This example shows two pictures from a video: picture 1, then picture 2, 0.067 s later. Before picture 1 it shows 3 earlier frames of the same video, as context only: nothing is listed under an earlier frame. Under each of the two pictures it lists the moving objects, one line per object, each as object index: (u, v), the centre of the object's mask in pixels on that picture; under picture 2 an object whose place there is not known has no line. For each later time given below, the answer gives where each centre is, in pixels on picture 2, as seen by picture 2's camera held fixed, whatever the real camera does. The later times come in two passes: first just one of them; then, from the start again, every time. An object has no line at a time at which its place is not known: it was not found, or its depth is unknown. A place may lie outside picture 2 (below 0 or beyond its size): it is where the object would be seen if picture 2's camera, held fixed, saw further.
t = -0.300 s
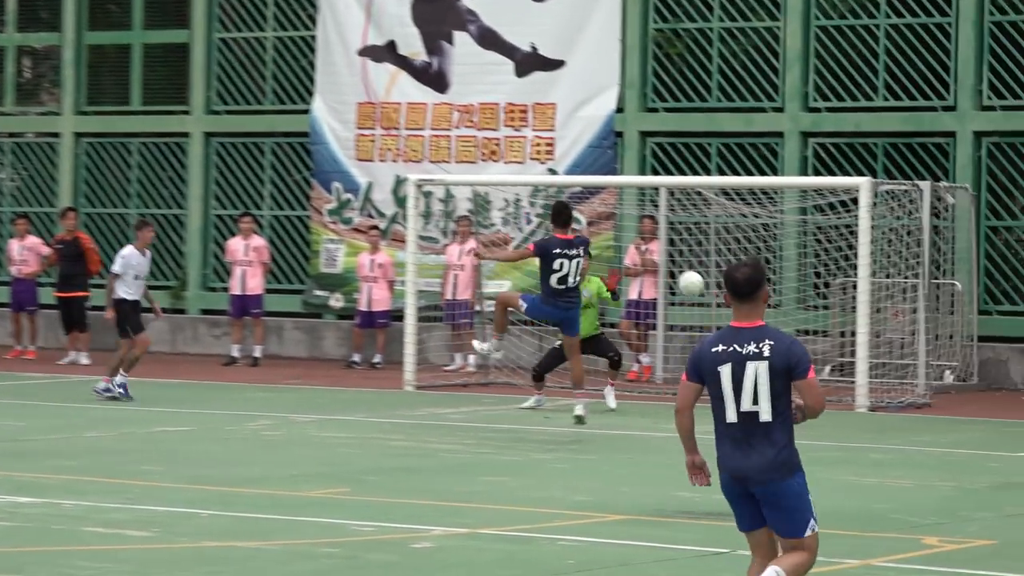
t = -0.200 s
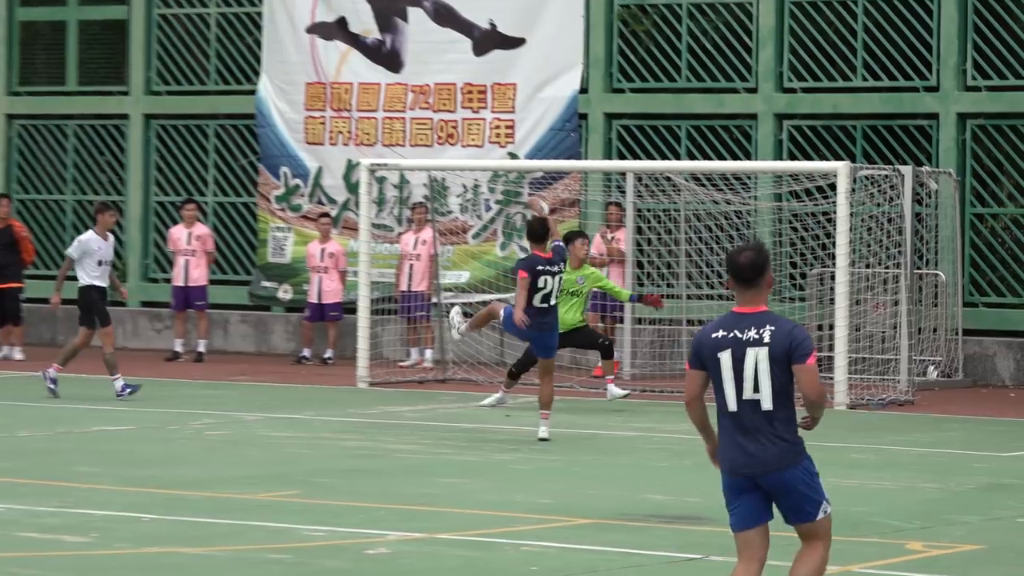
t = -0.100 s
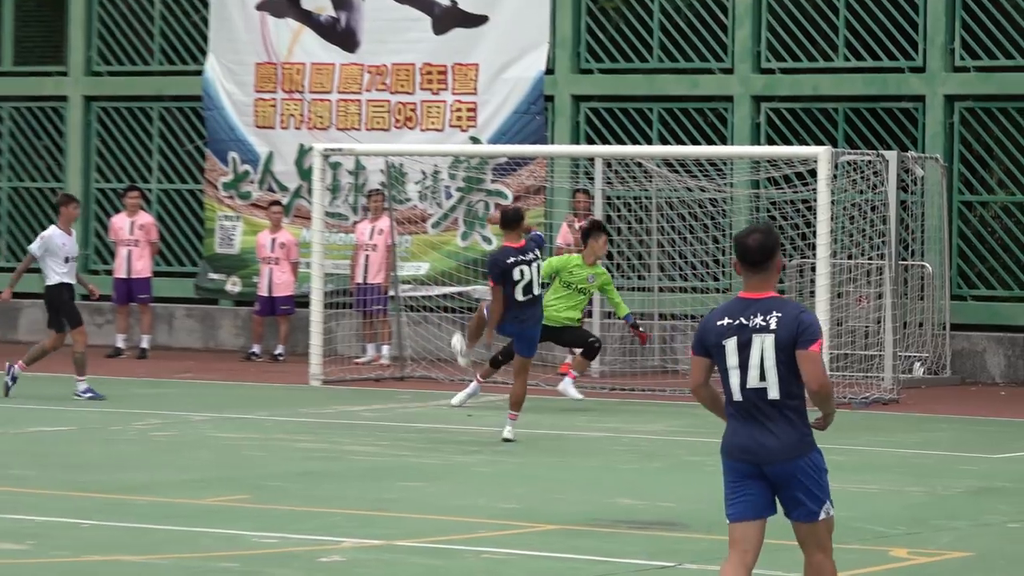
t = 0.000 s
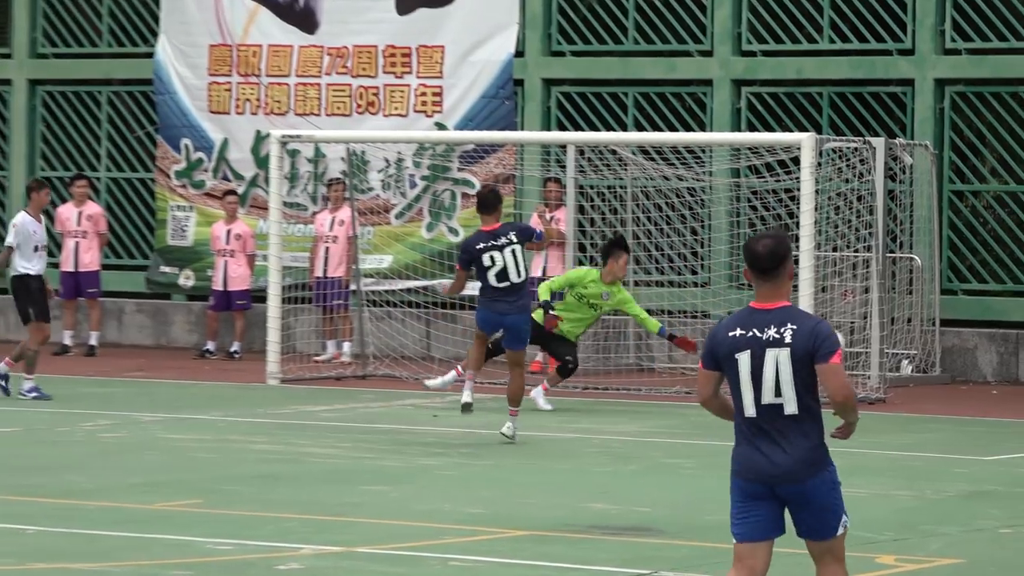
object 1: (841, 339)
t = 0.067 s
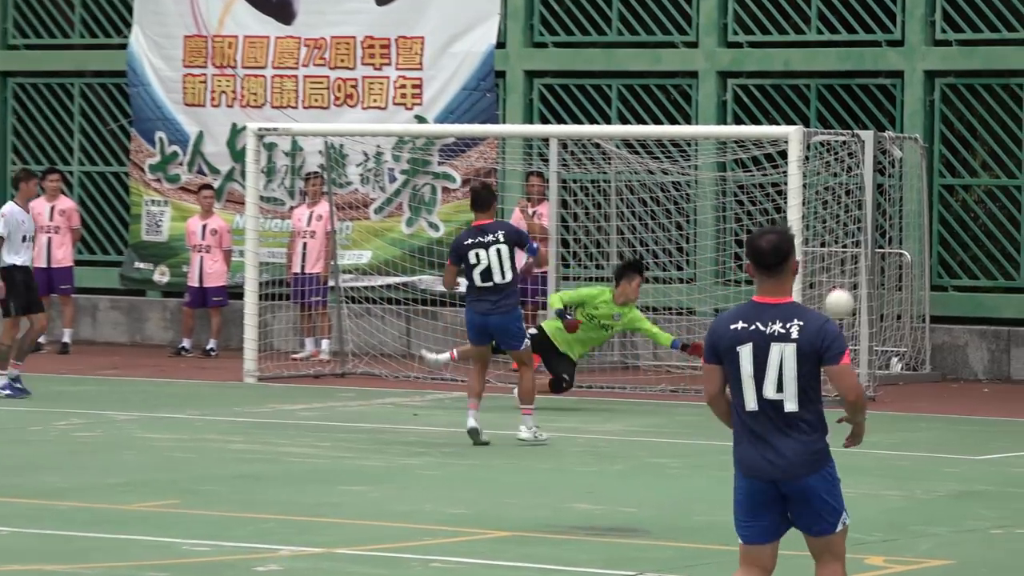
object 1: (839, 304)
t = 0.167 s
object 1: (871, 256)
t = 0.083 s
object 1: (845, 294)
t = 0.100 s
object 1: (850, 285)
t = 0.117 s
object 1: (855, 278)
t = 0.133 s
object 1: (861, 270)
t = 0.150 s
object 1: (866, 262)
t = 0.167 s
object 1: (871, 256)
